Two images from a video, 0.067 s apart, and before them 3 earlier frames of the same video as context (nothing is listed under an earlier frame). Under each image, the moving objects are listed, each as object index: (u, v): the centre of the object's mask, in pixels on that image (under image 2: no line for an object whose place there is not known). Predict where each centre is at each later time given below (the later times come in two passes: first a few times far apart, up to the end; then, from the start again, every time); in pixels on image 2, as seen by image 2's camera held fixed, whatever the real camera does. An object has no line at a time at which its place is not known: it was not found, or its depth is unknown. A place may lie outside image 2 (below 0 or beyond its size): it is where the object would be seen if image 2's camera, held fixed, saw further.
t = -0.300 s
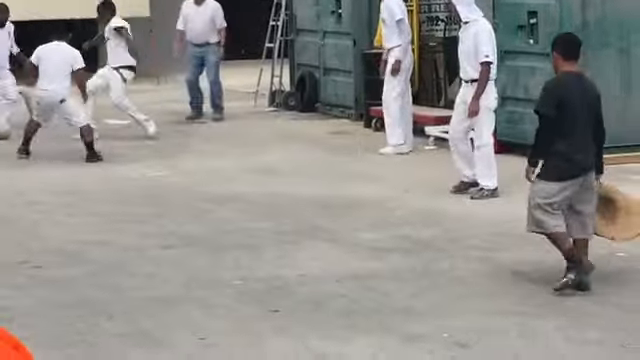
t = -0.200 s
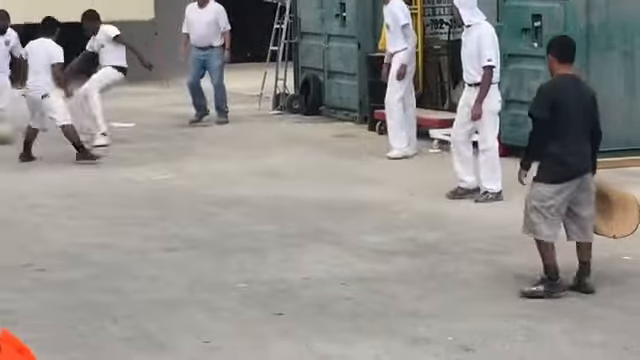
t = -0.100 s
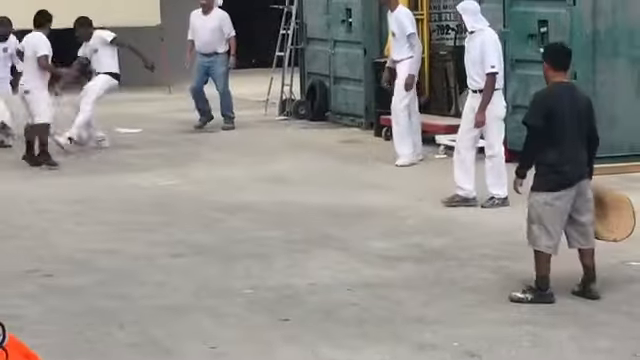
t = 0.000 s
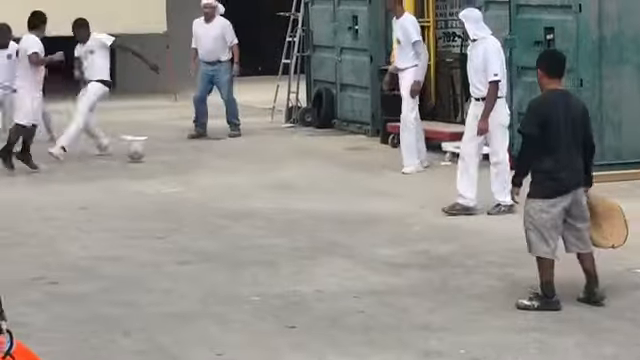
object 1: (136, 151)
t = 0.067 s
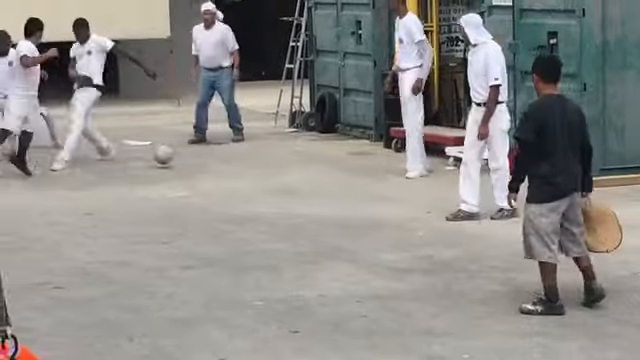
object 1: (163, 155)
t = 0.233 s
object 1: (217, 160)
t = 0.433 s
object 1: (276, 161)
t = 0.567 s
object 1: (315, 163)
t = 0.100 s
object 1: (175, 156)
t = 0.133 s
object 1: (186, 158)
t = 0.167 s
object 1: (197, 160)
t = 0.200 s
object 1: (207, 160)
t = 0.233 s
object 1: (217, 160)
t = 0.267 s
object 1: (228, 161)
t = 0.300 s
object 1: (238, 159)
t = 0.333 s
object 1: (247, 161)
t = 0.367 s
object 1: (257, 162)
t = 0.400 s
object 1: (267, 162)
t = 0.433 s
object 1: (276, 161)
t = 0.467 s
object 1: (286, 161)
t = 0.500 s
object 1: (295, 162)
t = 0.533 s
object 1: (305, 162)
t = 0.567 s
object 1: (315, 163)
